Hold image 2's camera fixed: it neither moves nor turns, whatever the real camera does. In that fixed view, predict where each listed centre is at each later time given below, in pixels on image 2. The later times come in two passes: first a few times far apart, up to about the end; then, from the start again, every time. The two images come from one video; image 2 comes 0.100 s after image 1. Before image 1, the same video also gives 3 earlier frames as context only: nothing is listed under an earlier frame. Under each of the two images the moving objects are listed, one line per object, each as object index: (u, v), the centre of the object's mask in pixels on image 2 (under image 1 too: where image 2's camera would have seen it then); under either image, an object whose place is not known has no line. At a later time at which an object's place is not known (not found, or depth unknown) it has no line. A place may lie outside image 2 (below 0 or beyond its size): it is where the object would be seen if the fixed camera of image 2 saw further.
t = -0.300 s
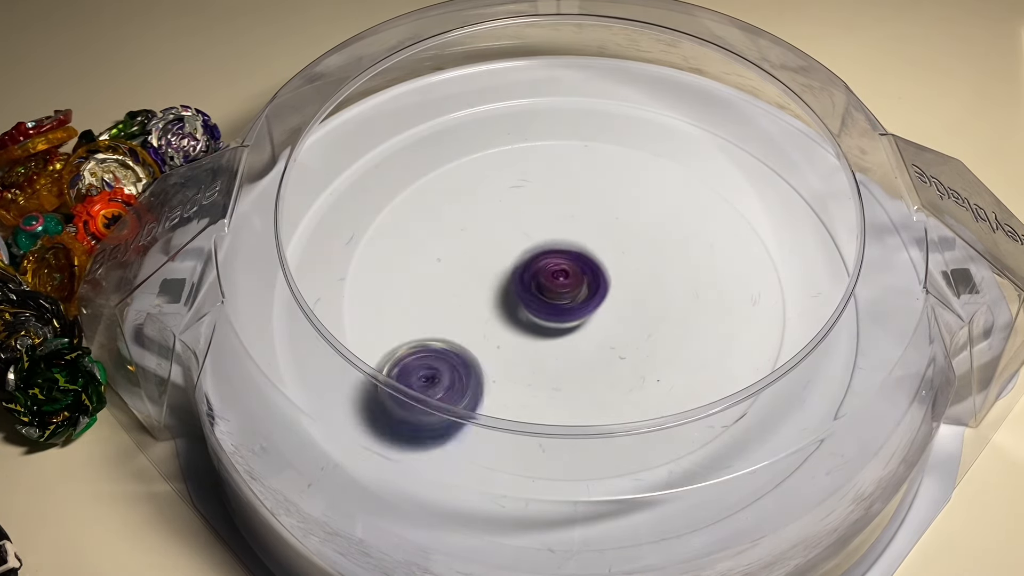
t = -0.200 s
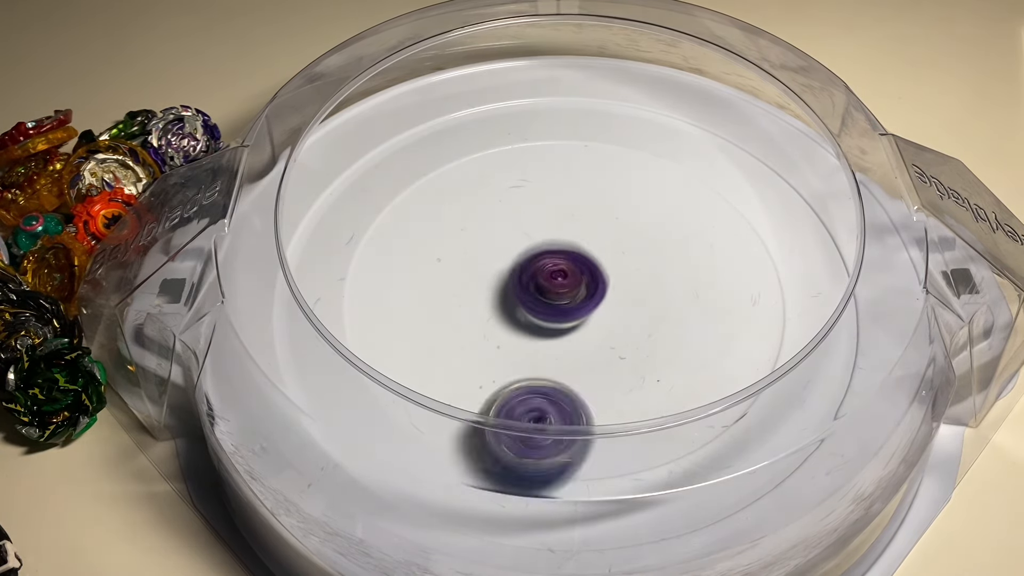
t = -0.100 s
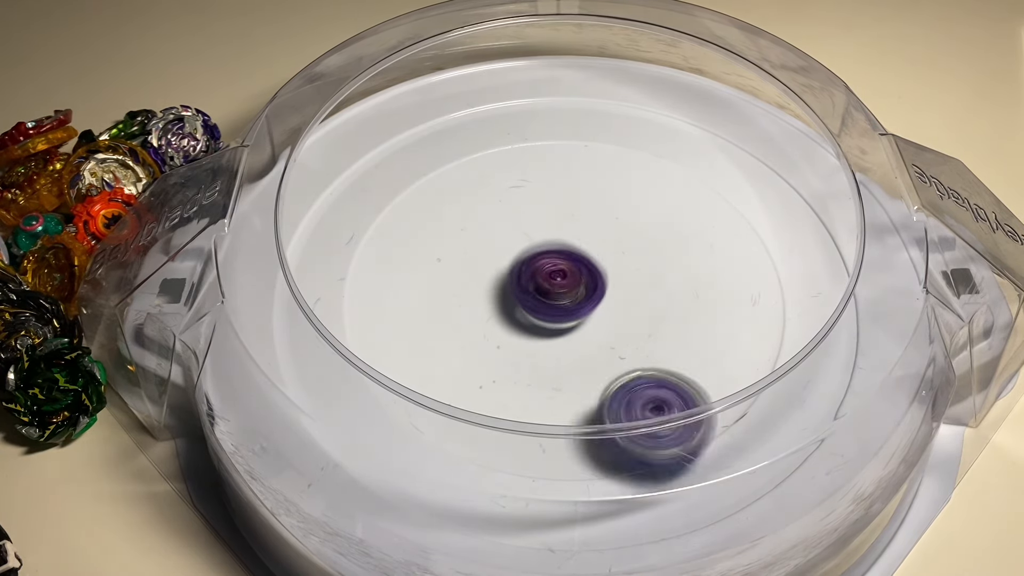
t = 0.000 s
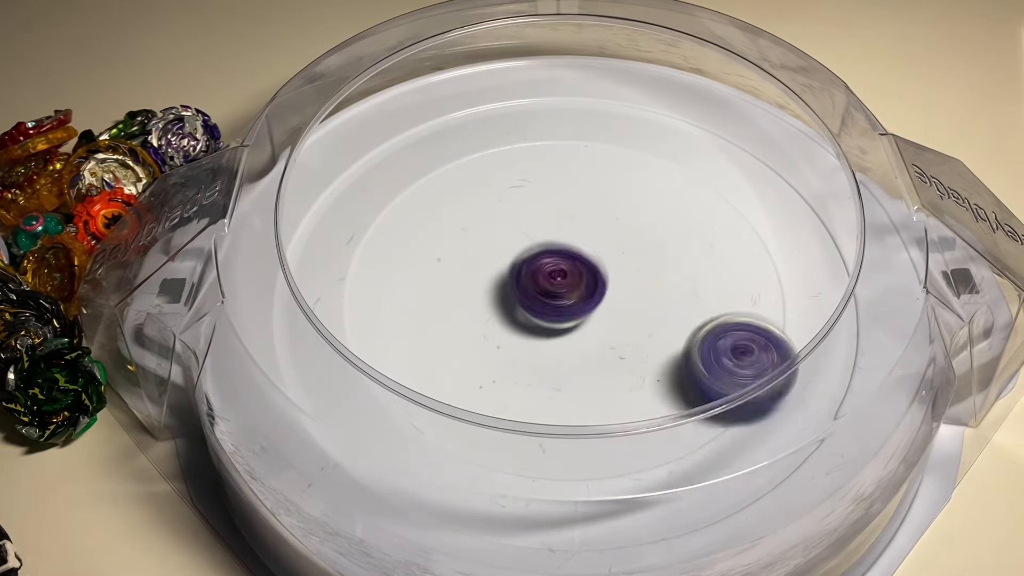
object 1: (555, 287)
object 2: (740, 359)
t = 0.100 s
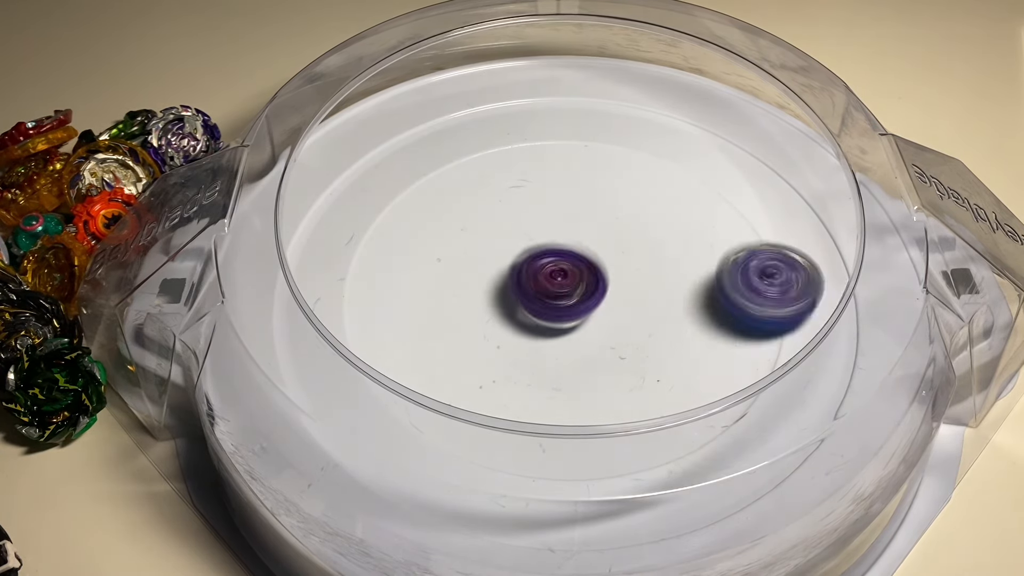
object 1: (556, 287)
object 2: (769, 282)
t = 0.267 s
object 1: (558, 288)
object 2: (699, 170)
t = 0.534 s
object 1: (558, 286)
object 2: (466, 153)
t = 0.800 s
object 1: (557, 286)
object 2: (370, 314)
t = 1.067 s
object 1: (559, 286)
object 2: (597, 421)
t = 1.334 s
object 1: (558, 287)
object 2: (738, 259)
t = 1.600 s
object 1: (558, 288)
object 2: (567, 141)
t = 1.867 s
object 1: (557, 287)
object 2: (386, 220)
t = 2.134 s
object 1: (556, 287)
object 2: (483, 384)
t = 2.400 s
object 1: (555, 287)
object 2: (714, 325)
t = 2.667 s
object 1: (557, 288)
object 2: (642, 165)
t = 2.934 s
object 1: (558, 288)
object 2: (444, 190)
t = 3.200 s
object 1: (559, 287)
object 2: (453, 362)
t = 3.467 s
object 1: (558, 287)
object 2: (676, 362)
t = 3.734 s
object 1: (558, 287)
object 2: (662, 202)
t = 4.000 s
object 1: (557, 287)
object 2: (474, 194)
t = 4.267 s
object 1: (556, 286)
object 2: (440, 324)
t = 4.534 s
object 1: (556, 285)
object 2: (630, 356)
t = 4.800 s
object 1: (557, 287)
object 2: (641, 214)
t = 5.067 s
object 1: (558, 287)
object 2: (481, 204)
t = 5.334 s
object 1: (559, 286)
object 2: (473, 335)
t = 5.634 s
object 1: (558, 285)
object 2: (665, 314)
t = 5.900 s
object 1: (557, 287)
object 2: (604, 202)
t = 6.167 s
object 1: (556, 288)
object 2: (459, 252)
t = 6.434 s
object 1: (557, 286)
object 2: (536, 363)
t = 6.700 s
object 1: (554, 286)
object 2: (663, 283)
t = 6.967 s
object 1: (550, 286)
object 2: (557, 199)
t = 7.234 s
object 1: (554, 289)
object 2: (452, 274)
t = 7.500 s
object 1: (567, 284)
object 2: (566, 366)
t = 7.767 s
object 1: (563, 271)
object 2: (672, 279)
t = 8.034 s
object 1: (542, 281)
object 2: (565, 199)
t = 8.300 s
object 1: (552, 306)
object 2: (452, 250)
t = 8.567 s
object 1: (603, 293)
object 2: (491, 352)
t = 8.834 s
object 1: (607, 257)
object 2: (615, 340)
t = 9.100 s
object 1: (569, 182)
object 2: (568, 298)
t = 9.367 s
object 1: (553, 233)
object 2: (495, 320)
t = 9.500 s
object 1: (575, 268)
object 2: (495, 343)
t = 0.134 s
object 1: (558, 287)
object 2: (764, 256)
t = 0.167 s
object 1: (557, 288)
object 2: (755, 231)
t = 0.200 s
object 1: (557, 287)
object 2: (739, 207)
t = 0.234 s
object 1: (557, 288)
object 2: (721, 188)
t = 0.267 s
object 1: (558, 288)
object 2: (699, 170)
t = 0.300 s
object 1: (559, 287)
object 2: (672, 157)
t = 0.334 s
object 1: (557, 287)
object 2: (644, 146)
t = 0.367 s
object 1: (558, 287)
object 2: (613, 139)
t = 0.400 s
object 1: (557, 287)
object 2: (583, 134)
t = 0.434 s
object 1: (557, 287)
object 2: (553, 133)
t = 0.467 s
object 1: (558, 286)
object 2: (524, 136)
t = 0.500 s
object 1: (557, 287)
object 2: (495, 143)
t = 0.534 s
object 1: (558, 286)
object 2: (466, 153)
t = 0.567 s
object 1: (557, 287)
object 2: (440, 164)
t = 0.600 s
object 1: (559, 286)
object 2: (416, 179)
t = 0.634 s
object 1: (557, 286)
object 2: (397, 197)
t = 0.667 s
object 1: (558, 285)
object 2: (381, 218)
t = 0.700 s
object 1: (558, 286)
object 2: (370, 240)
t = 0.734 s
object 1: (557, 286)
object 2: (364, 265)
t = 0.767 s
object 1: (557, 286)
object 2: (361, 292)
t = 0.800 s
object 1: (557, 286)
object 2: (370, 314)
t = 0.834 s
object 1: (558, 286)
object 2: (383, 335)
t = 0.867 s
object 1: (558, 286)
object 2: (398, 363)
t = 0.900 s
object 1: (559, 286)
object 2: (420, 383)
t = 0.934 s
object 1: (558, 286)
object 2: (449, 400)
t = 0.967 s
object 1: (560, 286)
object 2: (482, 414)
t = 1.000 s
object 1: (559, 287)
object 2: (521, 422)
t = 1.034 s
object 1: (559, 286)
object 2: (559, 423)
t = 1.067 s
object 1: (559, 286)
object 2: (597, 421)
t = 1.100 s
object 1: (560, 286)
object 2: (633, 411)
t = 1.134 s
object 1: (559, 287)
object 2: (666, 400)
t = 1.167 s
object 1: (559, 287)
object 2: (690, 375)
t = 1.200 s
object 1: (559, 287)
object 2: (713, 358)
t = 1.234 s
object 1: (559, 287)
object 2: (731, 336)
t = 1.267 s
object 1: (559, 287)
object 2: (740, 311)
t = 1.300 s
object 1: (559, 287)
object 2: (743, 284)
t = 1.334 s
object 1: (558, 287)
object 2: (738, 259)
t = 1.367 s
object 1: (558, 287)
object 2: (730, 234)
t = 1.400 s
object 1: (558, 288)
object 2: (715, 212)
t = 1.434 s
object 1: (557, 288)
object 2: (697, 192)
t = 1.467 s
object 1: (558, 287)
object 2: (675, 175)
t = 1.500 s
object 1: (557, 288)
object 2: (651, 161)
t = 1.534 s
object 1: (559, 288)
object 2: (624, 151)
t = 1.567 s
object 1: (557, 289)
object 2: (596, 144)
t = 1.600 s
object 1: (558, 288)
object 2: (567, 141)
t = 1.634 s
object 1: (557, 288)
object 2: (539, 139)
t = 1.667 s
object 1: (557, 288)
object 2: (511, 142)
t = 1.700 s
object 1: (557, 288)
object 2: (486, 148)
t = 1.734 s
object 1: (556, 287)
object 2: (460, 157)
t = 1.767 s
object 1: (557, 286)
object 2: (438, 168)
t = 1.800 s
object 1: (557, 287)
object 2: (416, 184)
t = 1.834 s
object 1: (558, 286)
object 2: (400, 200)
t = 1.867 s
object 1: (557, 287)
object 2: (386, 220)
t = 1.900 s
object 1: (557, 287)
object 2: (378, 242)
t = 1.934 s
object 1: (558, 286)
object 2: (374, 265)
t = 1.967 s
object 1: (557, 287)
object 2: (376, 292)
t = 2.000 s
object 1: (559, 287)
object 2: (384, 318)
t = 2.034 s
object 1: (557, 288)
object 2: (401, 338)
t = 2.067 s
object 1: (556, 287)
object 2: (425, 356)
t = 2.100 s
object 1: (557, 286)
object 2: (451, 371)
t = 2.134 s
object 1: (556, 287)
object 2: (483, 384)
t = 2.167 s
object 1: (557, 286)
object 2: (516, 391)
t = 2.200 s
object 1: (556, 287)
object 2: (553, 396)
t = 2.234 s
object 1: (554, 287)
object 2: (587, 395)
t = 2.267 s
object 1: (555, 286)
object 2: (622, 390)
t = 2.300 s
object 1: (555, 286)
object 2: (651, 381)
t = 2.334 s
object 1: (555, 286)
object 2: (677, 368)
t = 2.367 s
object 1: (557, 286)
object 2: (699, 348)
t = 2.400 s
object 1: (555, 287)
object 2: (714, 325)
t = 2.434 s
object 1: (555, 286)
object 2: (723, 303)
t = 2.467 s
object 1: (555, 286)
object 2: (726, 279)
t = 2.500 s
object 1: (555, 286)
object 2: (725, 255)
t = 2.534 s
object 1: (557, 286)
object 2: (717, 232)
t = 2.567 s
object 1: (557, 287)
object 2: (704, 211)
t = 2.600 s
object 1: (556, 288)
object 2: (687, 193)
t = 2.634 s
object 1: (557, 287)
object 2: (667, 177)
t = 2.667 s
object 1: (557, 288)
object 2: (642, 165)
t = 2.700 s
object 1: (557, 288)
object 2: (616, 155)
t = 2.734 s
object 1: (559, 288)
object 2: (589, 151)
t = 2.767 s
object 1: (558, 288)
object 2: (561, 149)
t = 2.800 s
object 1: (557, 289)
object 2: (535, 152)
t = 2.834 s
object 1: (558, 288)
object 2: (509, 157)
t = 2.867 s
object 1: (559, 288)
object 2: (487, 165)
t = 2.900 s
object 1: (557, 288)
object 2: (464, 177)
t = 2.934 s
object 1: (558, 288)
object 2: (444, 190)
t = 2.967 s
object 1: (559, 287)
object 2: (426, 209)
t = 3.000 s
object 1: (557, 288)
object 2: (413, 230)
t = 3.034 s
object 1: (557, 288)
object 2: (406, 253)
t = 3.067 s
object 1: (558, 287)
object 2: (402, 277)
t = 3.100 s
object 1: (557, 287)
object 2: (405, 301)
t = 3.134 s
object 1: (557, 287)
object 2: (416, 319)
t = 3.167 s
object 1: (558, 287)
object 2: (431, 342)
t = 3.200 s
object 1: (559, 287)
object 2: (453, 362)
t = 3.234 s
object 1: (558, 287)
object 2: (479, 375)
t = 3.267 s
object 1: (557, 287)
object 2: (508, 385)
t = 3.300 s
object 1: (558, 286)
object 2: (537, 389)
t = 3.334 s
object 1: (558, 286)
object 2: (567, 392)
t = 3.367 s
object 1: (557, 287)
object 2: (599, 390)
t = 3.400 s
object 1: (558, 286)
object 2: (627, 384)
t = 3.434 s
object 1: (559, 286)
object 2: (653, 375)
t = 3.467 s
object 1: (558, 287)
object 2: (676, 362)
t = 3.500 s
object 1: (557, 287)
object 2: (692, 342)
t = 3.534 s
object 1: (557, 287)
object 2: (705, 321)
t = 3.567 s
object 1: (559, 287)
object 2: (711, 300)
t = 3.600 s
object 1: (557, 287)
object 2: (710, 277)
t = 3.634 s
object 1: (556, 287)
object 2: (707, 257)
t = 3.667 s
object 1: (557, 287)
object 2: (696, 236)
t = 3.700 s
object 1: (559, 287)
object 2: (682, 217)
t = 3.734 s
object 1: (558, 287)
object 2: (662, 202)
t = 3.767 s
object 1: (557, 288)
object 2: (639, 190)
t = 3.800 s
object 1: (556, 287)
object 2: (617, 182)
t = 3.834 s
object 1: (557, 287)
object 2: (592, 176)
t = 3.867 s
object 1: (557, 287)
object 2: (566, 173)
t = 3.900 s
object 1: (556, 287)
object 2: (542, 175)
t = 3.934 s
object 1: (556, 287)
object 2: (519, 178)
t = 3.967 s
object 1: (556, 287)
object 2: (496, 185)
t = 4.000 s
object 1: (557, 287)
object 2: (474, 194)
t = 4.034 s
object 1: (557, 288)
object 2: (458, 207)
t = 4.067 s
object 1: (556, 288)
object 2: (444, 221)
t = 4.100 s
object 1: (556, 287)
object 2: (433, 236)
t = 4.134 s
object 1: (556, 287)
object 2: (424, 253)
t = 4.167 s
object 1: (557, 286)
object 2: (423, 272)
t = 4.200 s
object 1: (557, 286)
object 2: (425, 289)
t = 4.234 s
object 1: (556, 286)
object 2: (430, 306)
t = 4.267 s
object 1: (556, 286)
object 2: (440, 324)
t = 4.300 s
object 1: (557, 286)
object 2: (454, 341)
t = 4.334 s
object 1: (557, 286)
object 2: (473, 356)
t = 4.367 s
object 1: (558, 286)
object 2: (498, 365)
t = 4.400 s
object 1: (557, 286)
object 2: (523, 374)
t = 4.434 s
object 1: (556, 286)
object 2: (550, 378)
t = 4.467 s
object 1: (556, 286)
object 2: (581, 373)
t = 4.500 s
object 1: (556, 286)
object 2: (607, 366)
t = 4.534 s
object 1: (556, 285)
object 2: (630, 356)
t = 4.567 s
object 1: (557, 285)
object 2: (650, 341)
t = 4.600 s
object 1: (557, 285)
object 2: (665, 321)
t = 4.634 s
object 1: (555, 286)
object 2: (672, 301)
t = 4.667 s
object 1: (555, 286)
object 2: (676, 282)
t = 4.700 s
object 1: (555, 286)
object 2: (675, 262)
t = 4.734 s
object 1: (556, 287)
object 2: (666, 243)
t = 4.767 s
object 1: (556, 287)
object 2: (656, 228)
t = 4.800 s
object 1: (557, 287)
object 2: (641, 214)
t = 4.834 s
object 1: (556, 288)
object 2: (623, 202)
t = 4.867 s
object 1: (556, 289)
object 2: (604, 194)
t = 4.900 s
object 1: (556, 288)
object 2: (583, 188)
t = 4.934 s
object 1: (555, 288)
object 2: (560, 185)
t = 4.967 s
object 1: (556, 288)
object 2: (540, 185)
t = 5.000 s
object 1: (556, 288)
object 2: (518, 188)
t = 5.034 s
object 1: (557, 287)
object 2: (498, 196)
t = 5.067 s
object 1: (558, 287)
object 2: (481, 204)
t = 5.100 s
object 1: (557, 287)
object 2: (465, 216)
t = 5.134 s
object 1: (557, 287)
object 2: (454, 232)
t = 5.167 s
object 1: (557, 287)
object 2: (445, 246)
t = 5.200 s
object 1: (557, 287)
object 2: (440, 265)
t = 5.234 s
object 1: (557, 287)
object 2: (441, 284)
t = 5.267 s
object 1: (558, 287)
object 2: (447, 301)
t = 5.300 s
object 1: (559, 286)
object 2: (457, 320)
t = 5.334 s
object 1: (559, 286)
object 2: (473, 335)
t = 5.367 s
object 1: (560, 286)
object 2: (493, 349)
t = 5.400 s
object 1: (561, 285)
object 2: (515, 360)
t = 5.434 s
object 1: (561, 284)
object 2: (543, 365)
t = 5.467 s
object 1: (560, 285)
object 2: (569, 366)
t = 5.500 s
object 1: (559, 285)
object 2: (592, 366)
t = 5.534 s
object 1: (559, 285)
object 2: (618, 356)
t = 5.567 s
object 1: (558, 286)
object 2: (637, 343)
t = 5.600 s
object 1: (558, 285)
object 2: (653, 332)
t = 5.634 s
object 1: (558, 285)
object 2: (665, 314)
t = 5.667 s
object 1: (558, 285)
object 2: (673, 300)
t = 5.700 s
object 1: (558, 285)
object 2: (676, 280)
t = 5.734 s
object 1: (558, 285)
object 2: (672, 263)
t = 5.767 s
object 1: (558, 285)
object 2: (666, 246)
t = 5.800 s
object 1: (559, 286)
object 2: (654, 233)
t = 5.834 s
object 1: (558, 286)
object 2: (640, 221)
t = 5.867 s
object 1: (558, 287)
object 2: (622, 208)
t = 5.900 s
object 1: (557, 287)
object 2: (604, 202)
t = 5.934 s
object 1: (557, 287)
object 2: (581, 198)
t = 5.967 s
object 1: (558, 287)
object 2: (561, 197)
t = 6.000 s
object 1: (558, 287)
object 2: (537, 198)
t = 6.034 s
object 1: (558, 287)
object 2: (518, 204)
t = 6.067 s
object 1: (558, 287)
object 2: (499, 212)
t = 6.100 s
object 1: (558, 287)
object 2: (482, 224)
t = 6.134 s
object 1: (556, 288)
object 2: (469, 235)
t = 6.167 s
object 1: (556, 288)
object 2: (459, 252)
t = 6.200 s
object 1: (556, 288)
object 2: (454, 267)
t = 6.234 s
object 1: (556, 288)
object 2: (451, 286)
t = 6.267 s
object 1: (557, 288)
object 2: (454, 304)
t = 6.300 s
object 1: (557, 288)
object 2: (462, 319)
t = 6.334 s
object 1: (557, 287)
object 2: (475, 334)
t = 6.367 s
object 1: (557, 287)
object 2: (492, 347)
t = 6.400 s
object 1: (557, 286)
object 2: (512, 357)
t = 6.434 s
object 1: (557, 286)
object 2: (536, 363)
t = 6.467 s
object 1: (556, 285)
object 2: (559, 366)
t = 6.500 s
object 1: (556, 285)
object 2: (583, 364)
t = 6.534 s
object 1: (555, 285)
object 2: (604, 360)
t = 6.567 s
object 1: (555, 286)
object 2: (626, 347)
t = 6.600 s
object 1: (555, 286)
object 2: (642, 334)
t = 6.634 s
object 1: (555, 286)
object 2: (654, 319)
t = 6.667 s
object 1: (554, 286)
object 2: (660, 303)
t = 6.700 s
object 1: (554, 286)
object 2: (663, 283)
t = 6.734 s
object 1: (554, 286)
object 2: (660, 267)
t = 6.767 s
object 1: (552, 286)
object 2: (653, 250)
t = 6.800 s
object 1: (551, 287)
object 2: (644, 236)
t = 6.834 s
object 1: (550, 287)
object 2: (631, 222)
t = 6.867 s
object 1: (549, 287)
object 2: (616, 212)
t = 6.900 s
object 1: (549, 286)
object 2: (597, 205)
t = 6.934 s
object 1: (549, 286)
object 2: (578, 201)
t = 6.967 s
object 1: (550, 286)
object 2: (557, 199)
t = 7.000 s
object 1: (550, 286)
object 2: (538, 199)
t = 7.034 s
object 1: (551, 286)
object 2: (519, 204)
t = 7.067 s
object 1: (552, 287)
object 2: (501, 209)
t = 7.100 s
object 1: (553, 288)
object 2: (485, 219)
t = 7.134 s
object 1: (553, 289)
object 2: (470, 229)
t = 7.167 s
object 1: (553, 289)
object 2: (460, 245)
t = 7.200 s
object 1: (553, 289)
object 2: (453, 260)
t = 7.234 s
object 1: (554, 289)
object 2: (452, 274)
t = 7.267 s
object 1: (555, 289)
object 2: (452, 294)
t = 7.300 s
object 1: (556, 289)
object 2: (461, 307)
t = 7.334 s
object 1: (561, 288)
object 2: (467, 326)
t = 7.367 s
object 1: (564, 287)
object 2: (481, 338)
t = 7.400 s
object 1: (566, 287)
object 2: (499, 348)
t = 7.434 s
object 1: (567, 286)
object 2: (519, 360)
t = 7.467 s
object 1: (567, 285)
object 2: (544, 365)
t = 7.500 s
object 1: (567, 284)
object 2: (566, 366)
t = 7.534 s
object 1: (566, 283)
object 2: (590, 360)
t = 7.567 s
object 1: (565, 281)
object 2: (613, 357)
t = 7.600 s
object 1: (564, 277)
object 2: (630, 352)
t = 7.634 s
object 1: (563, 274)
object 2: (649, 338)
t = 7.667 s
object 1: (563, 272)
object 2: (661, 325)
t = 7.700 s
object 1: (564, 272)
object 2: (669, 311)
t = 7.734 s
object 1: (565, 271)
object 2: (673, 296)
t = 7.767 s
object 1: (563, 271)
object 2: (672, 279)
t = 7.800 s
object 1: (564, 272)
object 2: (664, 264)
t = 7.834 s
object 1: (556, 273)
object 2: (660, 249)
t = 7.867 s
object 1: (547, 274)
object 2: (653, 234)
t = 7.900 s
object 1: (545, 275)
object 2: (638, 223)
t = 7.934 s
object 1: (544, 276)
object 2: (625, 209)
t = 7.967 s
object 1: (543, 278)
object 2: (607, 205)
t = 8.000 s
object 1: (544, 279)
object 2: (586, 201)
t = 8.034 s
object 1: (542, 281)
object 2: (565, 199)
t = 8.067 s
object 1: (539, 288)
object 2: (549, 196)
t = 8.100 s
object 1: (539, 293)
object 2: (530, 198)
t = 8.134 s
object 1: (541, 296)
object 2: (513, 201)
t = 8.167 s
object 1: (540, 298)
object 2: (498, 207)
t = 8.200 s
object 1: (539, 298)
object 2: (484, 216)
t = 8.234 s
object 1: (539, 299)
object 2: (473, 230)
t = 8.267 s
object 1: (543, 302)
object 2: (461, 241)
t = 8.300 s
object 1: (552, 306)
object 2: (452, 250)
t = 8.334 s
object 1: (558, 308)
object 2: (446, 262)
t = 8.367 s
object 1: (561, 310)
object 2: (445, 278)
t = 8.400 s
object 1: (563, 310)
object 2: (448, 293)
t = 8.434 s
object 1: (566, 309)
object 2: (455, 307)
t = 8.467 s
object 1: (568, 307)
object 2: (468, 320)
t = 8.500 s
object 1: (578, 303)
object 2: (471, 332)
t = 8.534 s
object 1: (593, 298)
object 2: (479, 343)
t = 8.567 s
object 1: (603, 293)
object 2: (491, 352)
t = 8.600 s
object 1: (605, 290)
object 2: (507, 359)
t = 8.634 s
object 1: (606, 288)
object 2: (527, 362)
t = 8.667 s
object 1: (606, 287)
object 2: (549, 365)
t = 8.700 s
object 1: (604, 285)
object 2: (570, 363)
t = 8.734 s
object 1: (607, 279)
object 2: (586, 356)
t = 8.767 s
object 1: (609, 269)
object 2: (596, 357)
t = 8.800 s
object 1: (607, 263)
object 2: (606, 351)
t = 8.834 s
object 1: (607, 257)
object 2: (615, 340)
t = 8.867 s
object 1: (602, 250)
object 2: (621, 329)
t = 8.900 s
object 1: (603, 236)
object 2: (623, 323)
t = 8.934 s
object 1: (596, 230)
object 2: (623, 314)
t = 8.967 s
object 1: (594, 225)
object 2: (619, 302)
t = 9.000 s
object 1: (588, 213)
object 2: (610, 301)
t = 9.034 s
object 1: (583, 197)
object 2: (598, 300)
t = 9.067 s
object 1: (578, 187)
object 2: (584, 299)
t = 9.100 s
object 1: (569, 182)
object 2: (568, 298)
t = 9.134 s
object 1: (566, 180)
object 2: (552, 299)
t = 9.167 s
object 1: (563, 182)
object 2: (538, 299)
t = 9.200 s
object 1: (559, 186)
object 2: (525, 301)
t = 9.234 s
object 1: (560, 192)
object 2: (514, 303)
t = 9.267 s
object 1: (556, 201)
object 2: (505, 306)
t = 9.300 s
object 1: (556, 209)
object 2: (499, 309)
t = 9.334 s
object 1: (555, 222)
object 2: (496, 313)
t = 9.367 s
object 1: (553, 233)
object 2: (495, 320)
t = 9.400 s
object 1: (554, 245)
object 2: (496, 325)
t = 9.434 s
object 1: (554, 259)
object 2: (499, 329)
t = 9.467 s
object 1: (556, 268)
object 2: (497, 339)
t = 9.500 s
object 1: (575, 268)
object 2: (495, 343)
